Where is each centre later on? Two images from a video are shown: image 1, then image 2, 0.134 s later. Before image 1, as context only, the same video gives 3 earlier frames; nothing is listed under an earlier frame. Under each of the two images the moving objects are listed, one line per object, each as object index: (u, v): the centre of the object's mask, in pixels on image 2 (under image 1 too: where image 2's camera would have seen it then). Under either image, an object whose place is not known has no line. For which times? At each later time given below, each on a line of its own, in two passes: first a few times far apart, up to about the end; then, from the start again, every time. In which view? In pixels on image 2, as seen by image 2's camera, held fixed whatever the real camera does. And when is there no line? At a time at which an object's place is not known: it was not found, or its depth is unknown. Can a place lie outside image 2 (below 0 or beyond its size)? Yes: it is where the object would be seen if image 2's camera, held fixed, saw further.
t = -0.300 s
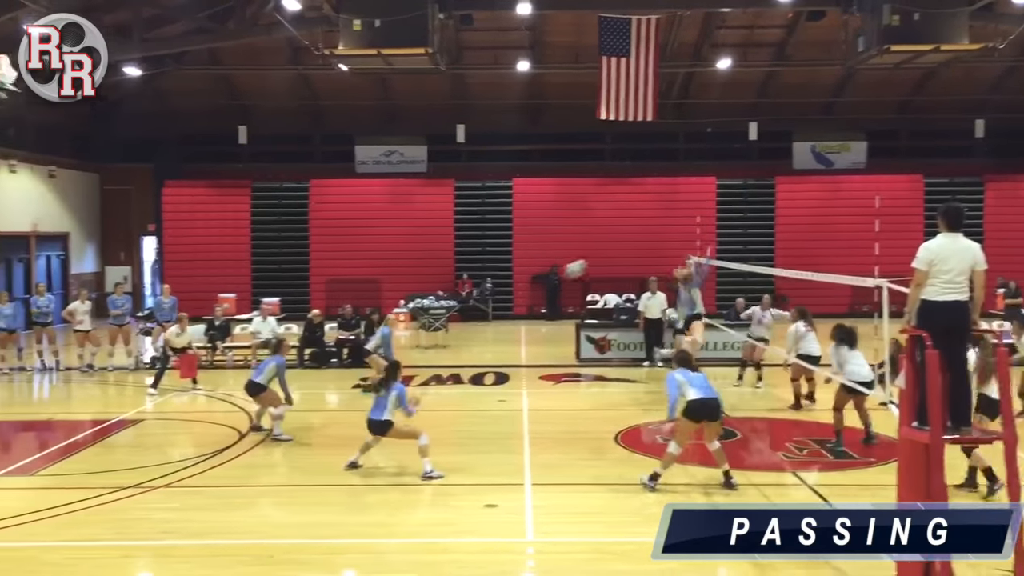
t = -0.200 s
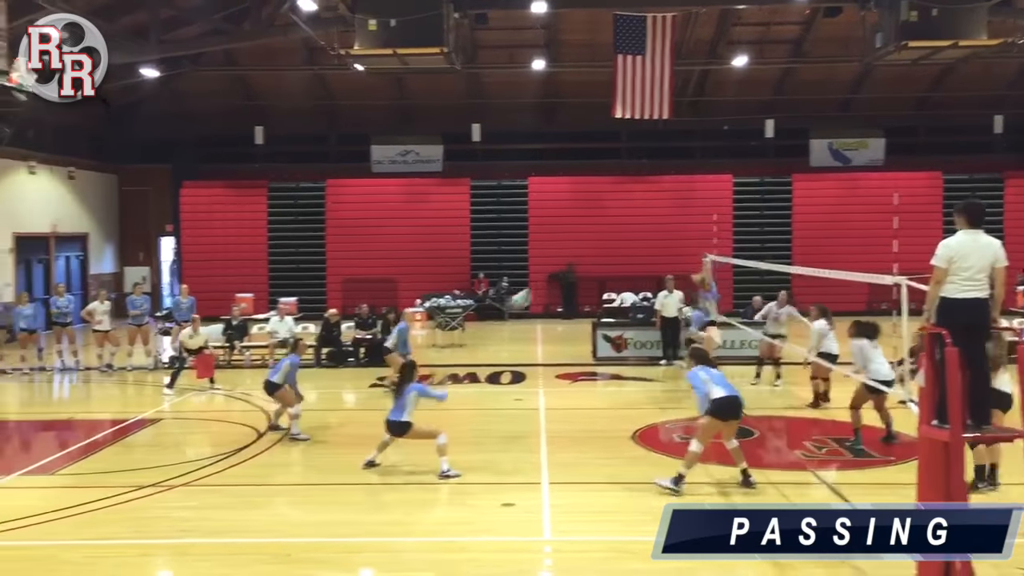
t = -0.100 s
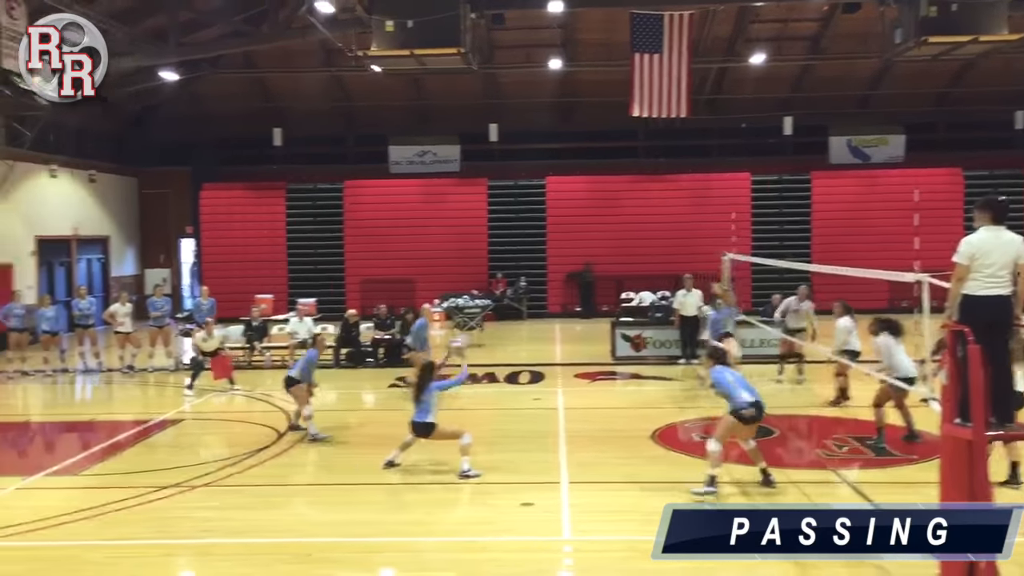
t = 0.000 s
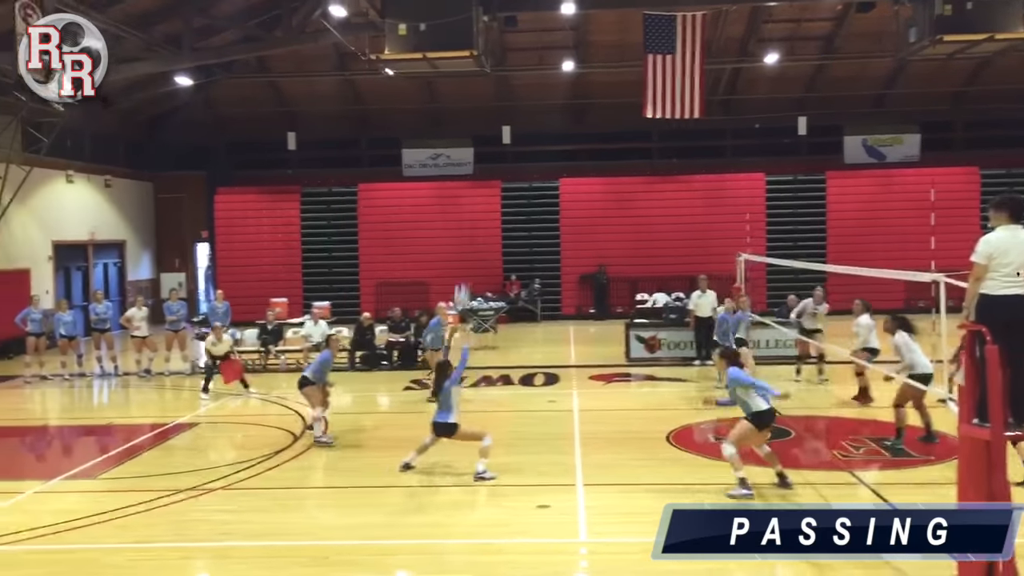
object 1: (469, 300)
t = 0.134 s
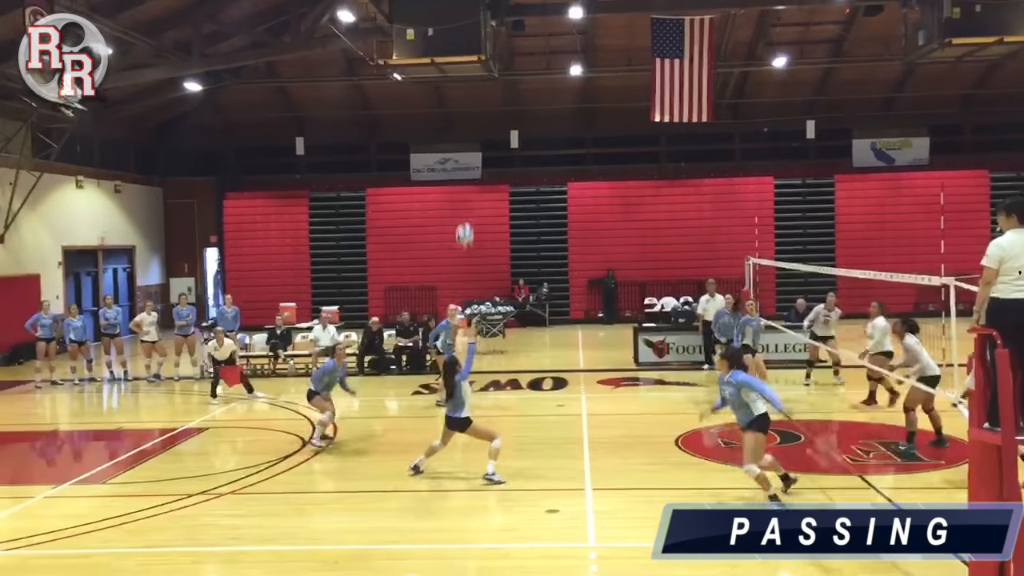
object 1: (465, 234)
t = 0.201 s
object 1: (463, 208)
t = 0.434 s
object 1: (457, 143)
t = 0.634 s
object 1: (453, 123)
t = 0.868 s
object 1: (449, 144)
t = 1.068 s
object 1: (447, 202)
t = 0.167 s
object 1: (464, 220)
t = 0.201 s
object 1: (463, 208)
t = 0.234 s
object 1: (463, 195)
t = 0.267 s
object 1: (461, 185)
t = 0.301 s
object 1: (460, 174)
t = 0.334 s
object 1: (459, 164)
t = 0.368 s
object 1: (458, 156)
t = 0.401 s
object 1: (458, 149)
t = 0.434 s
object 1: (457, 143)
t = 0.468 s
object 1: (456, 137)
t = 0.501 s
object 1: (455, 133)
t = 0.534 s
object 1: (455, 129)
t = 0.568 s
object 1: (454, 125)
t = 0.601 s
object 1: (453, 124)
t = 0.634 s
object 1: (453, 123)
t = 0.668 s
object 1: (452, 123)
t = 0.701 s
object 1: (452, 124)
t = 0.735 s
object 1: (451, 126)
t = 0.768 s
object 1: (451, 129)
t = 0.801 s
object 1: (450, 133)
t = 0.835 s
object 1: (450, 138)
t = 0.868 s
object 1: (449, 144)
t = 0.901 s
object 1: (449, 150)
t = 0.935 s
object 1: (449, 158)
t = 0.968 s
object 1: (448, 168)
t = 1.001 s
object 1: (447, 178)
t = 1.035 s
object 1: (447, 190)
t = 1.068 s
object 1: (447, 202)
